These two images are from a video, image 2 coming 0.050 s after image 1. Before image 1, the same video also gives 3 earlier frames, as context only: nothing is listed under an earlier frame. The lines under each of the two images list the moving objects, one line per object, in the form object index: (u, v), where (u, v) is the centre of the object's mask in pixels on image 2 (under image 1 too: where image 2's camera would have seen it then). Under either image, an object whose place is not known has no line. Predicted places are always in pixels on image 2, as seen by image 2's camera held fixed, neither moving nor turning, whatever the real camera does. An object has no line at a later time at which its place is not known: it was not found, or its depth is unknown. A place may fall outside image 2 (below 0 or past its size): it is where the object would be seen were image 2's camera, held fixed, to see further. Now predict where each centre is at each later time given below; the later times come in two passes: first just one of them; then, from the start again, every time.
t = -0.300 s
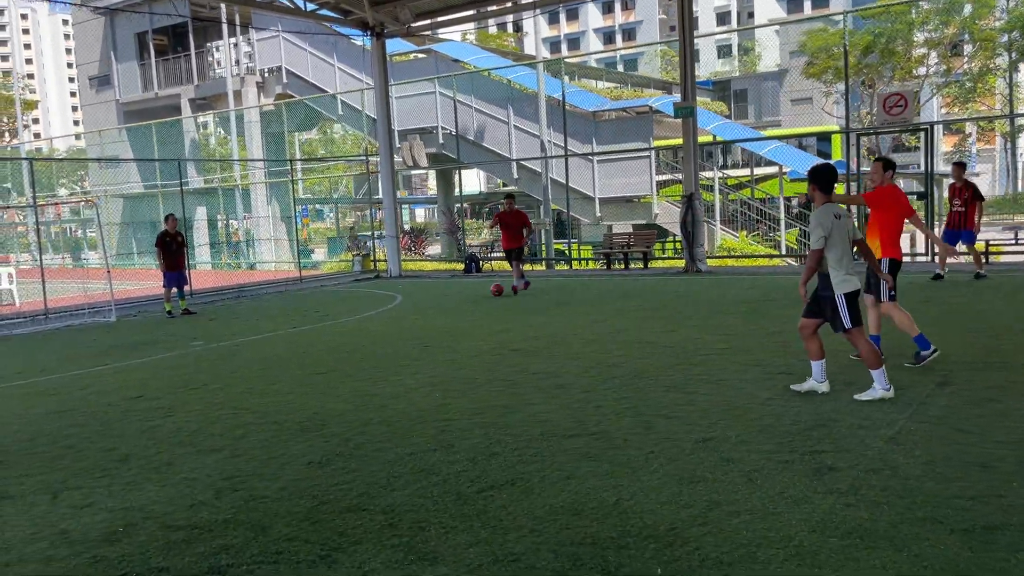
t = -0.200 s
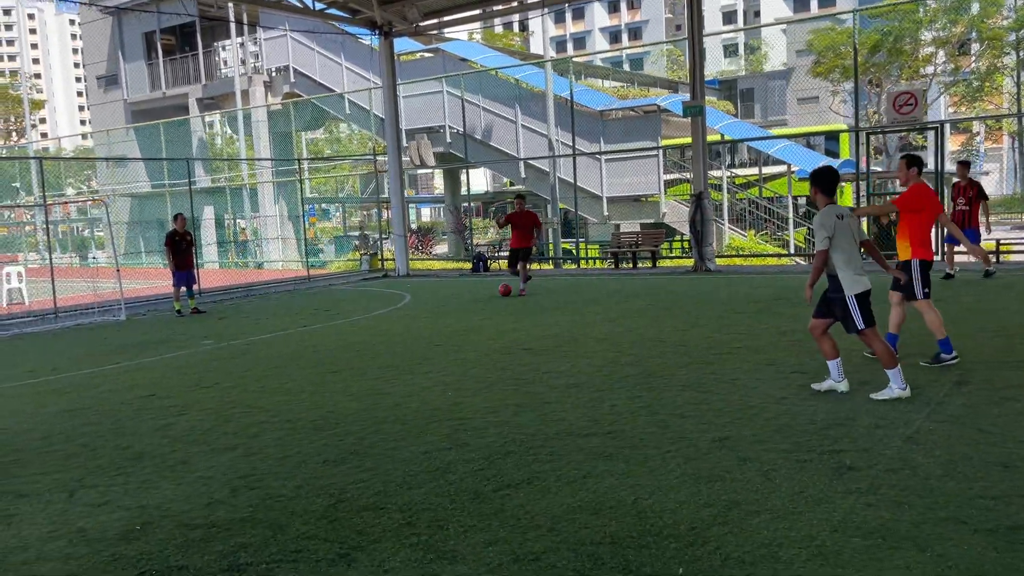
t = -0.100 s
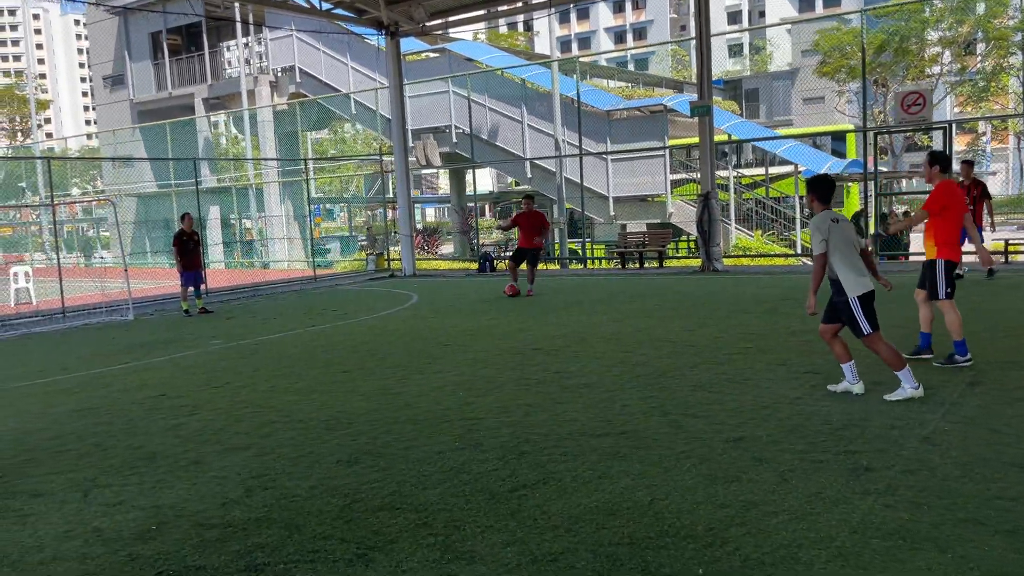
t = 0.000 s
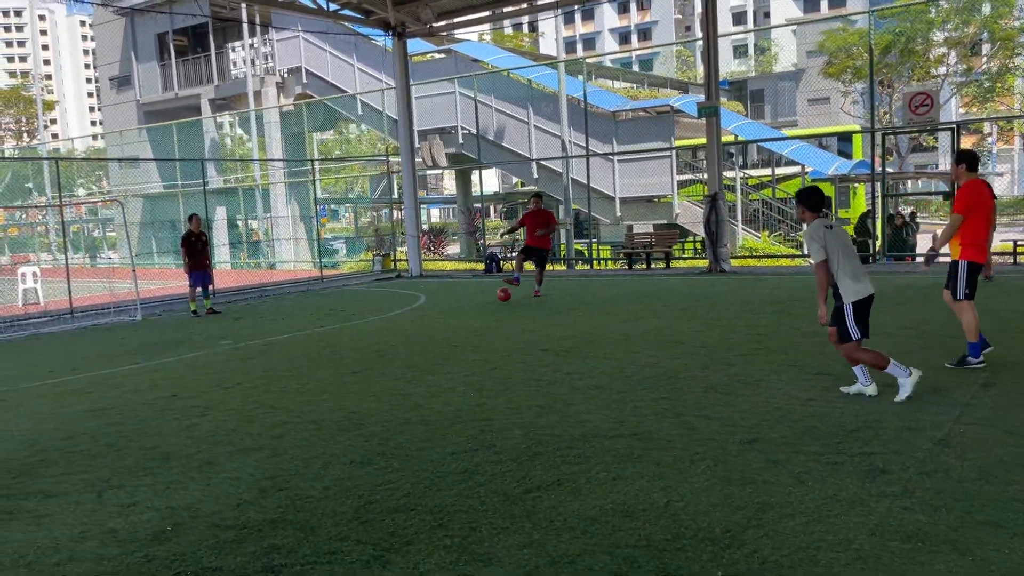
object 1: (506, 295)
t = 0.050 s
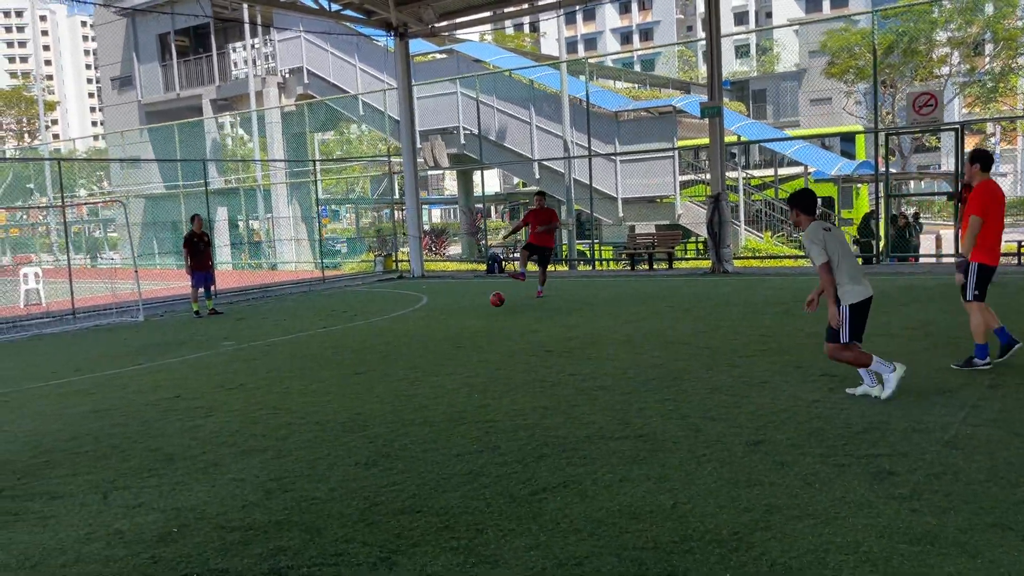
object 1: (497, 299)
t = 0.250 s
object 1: (451, 325)
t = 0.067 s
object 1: (494, 301)
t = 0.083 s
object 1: (487, 305)
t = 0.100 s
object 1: (484, 308)
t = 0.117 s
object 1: (480, 311)
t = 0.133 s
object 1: (477, 314)
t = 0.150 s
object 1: (473, 317)
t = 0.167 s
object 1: (469, 320)
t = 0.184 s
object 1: (466, 321)
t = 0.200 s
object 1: (462, 322)
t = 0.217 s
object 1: (459, 323)
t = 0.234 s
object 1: (455, 324)
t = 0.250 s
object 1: (451, 325)
